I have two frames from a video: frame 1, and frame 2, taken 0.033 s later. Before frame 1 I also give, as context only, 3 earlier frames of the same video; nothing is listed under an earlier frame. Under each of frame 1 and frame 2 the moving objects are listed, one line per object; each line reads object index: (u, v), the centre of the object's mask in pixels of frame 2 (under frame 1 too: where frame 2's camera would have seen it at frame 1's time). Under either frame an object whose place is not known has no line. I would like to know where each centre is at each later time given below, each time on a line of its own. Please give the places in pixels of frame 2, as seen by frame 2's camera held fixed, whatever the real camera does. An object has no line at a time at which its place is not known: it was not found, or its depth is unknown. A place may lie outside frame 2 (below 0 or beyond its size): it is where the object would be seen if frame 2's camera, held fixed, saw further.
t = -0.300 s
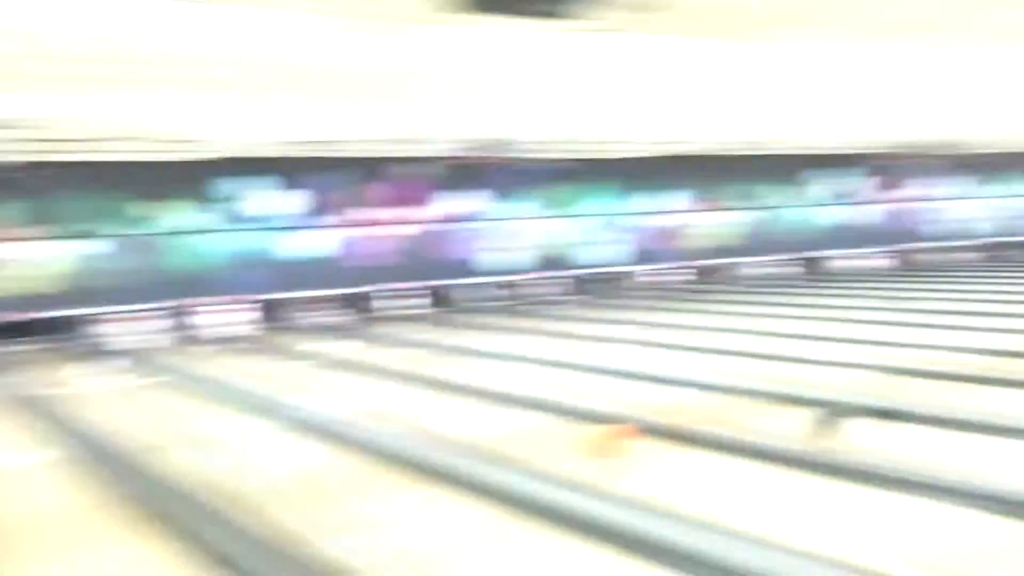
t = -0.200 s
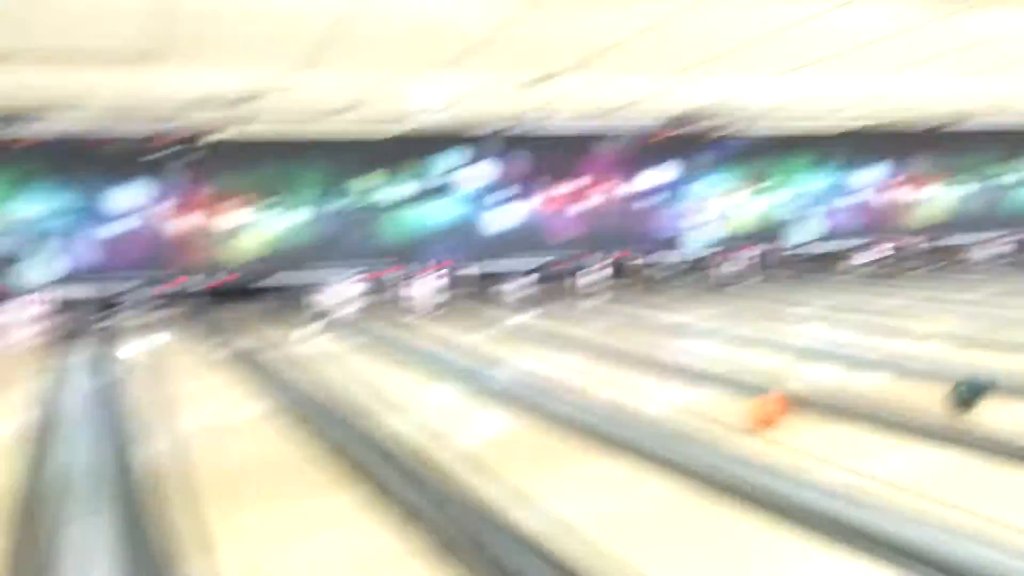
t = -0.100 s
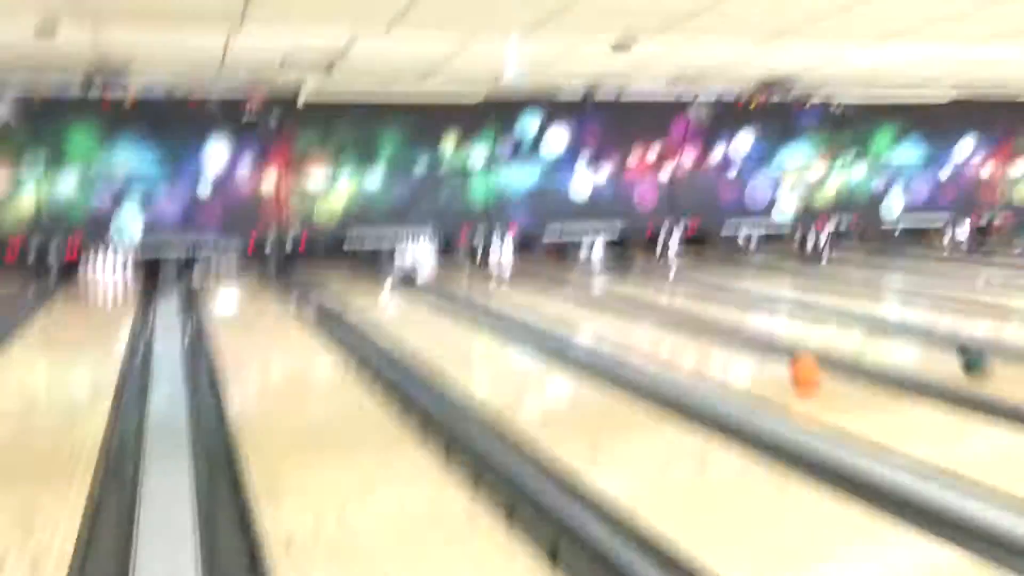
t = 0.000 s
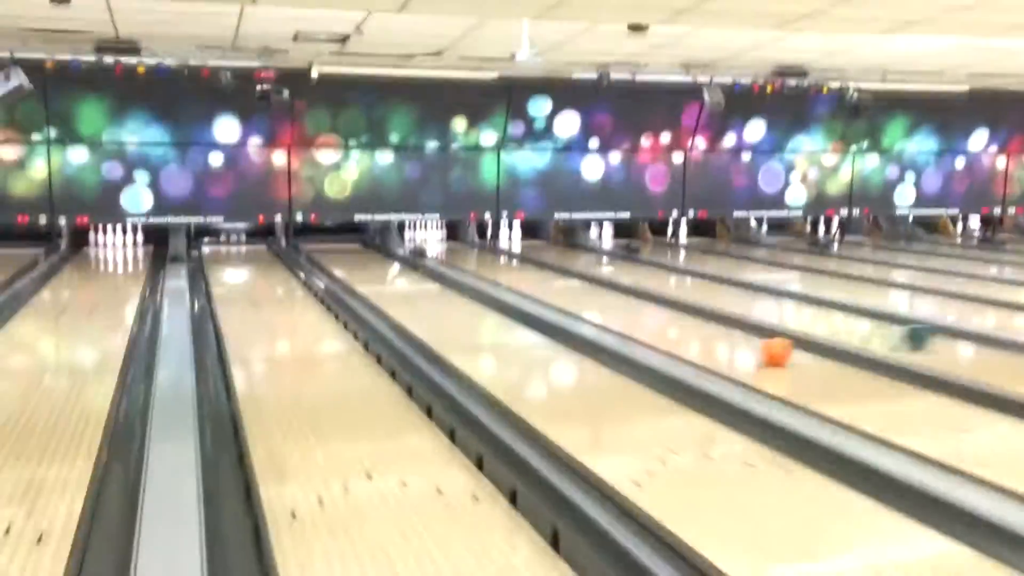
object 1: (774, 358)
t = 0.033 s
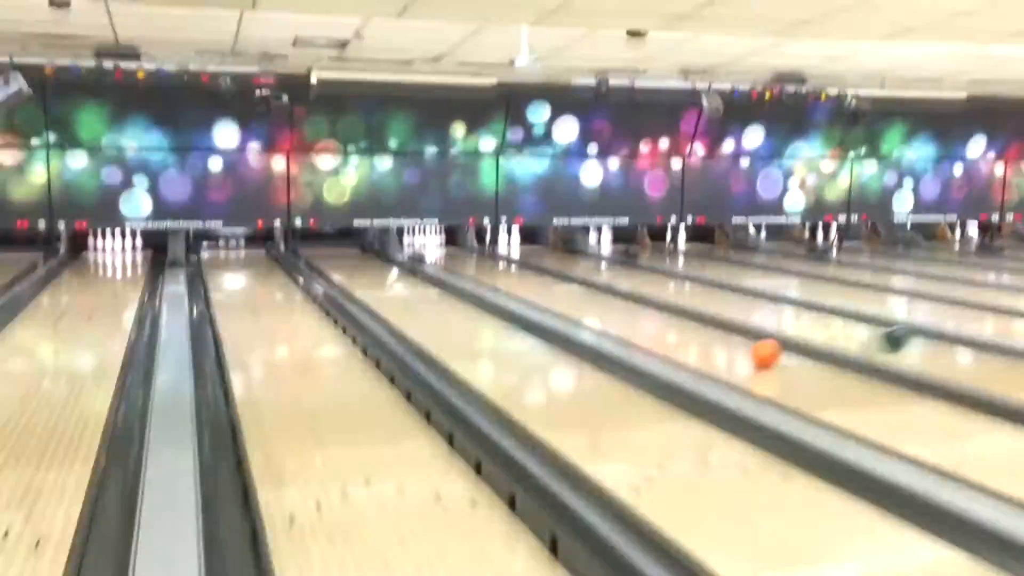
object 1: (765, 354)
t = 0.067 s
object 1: (756, 350)
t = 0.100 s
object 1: (744, 346)
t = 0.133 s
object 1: (733, 343)
